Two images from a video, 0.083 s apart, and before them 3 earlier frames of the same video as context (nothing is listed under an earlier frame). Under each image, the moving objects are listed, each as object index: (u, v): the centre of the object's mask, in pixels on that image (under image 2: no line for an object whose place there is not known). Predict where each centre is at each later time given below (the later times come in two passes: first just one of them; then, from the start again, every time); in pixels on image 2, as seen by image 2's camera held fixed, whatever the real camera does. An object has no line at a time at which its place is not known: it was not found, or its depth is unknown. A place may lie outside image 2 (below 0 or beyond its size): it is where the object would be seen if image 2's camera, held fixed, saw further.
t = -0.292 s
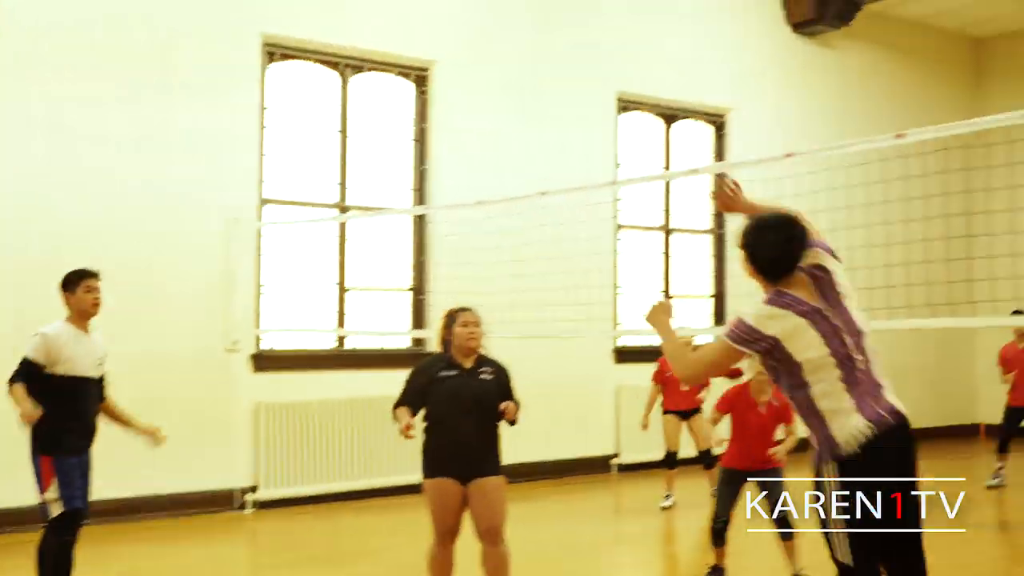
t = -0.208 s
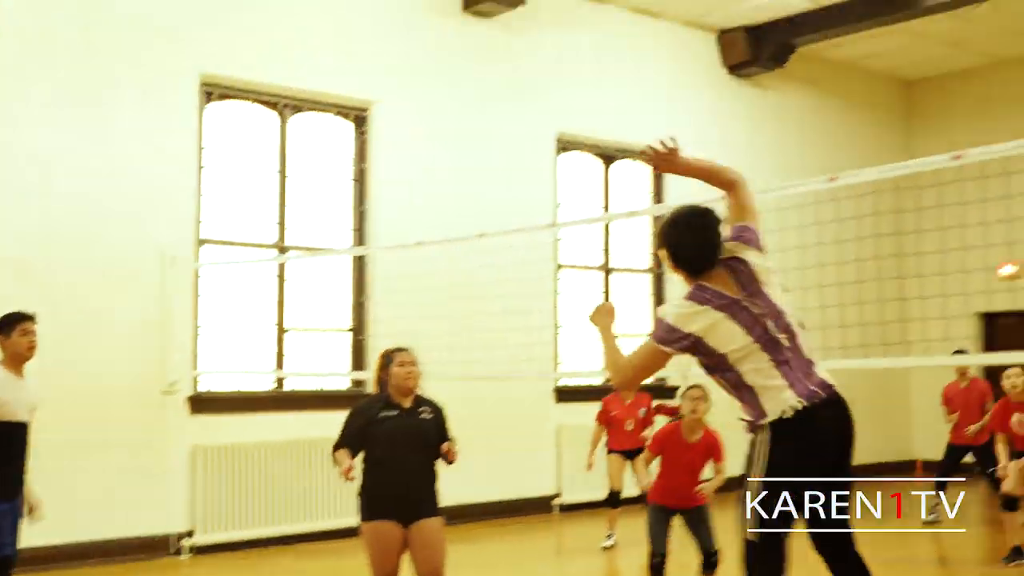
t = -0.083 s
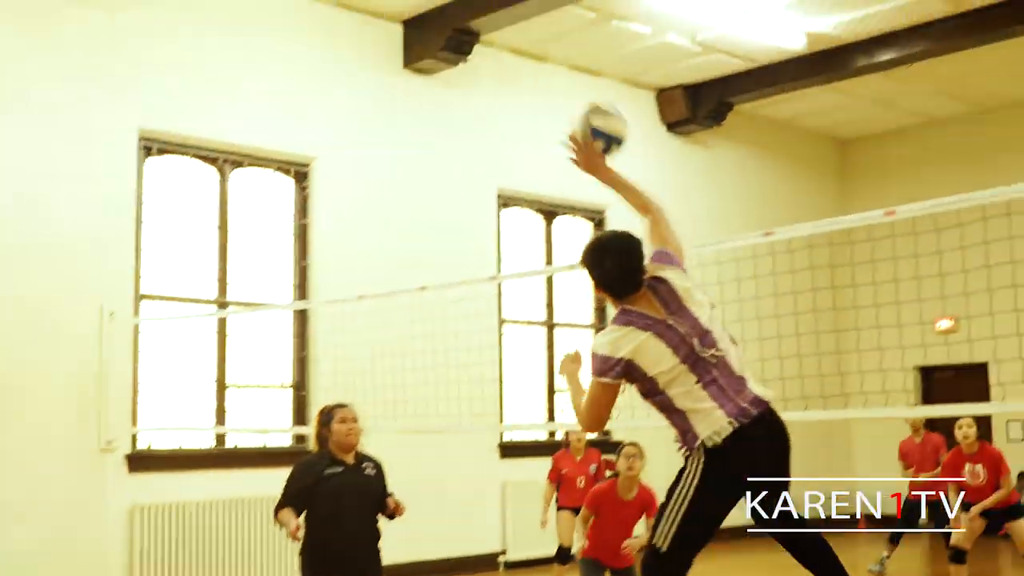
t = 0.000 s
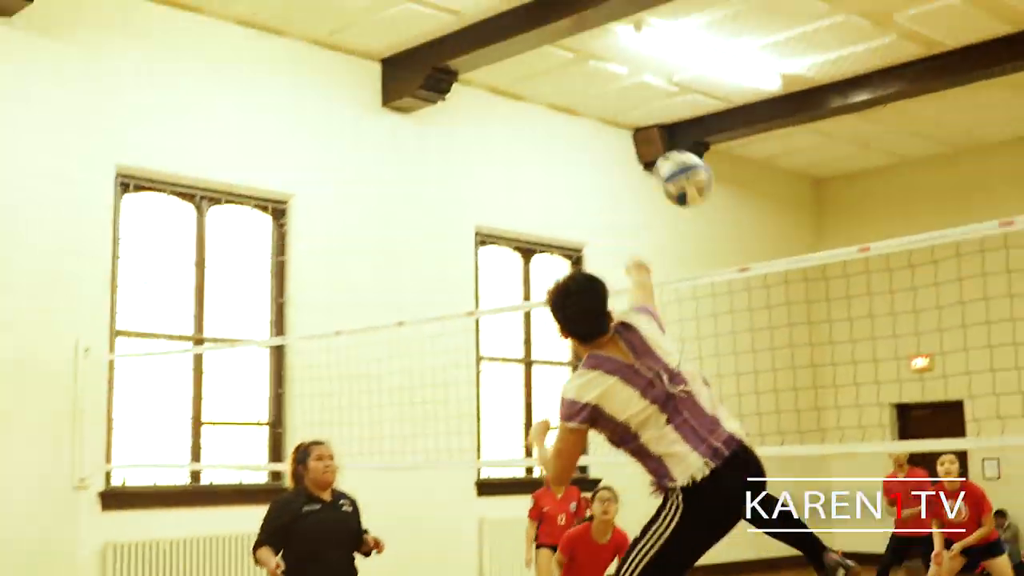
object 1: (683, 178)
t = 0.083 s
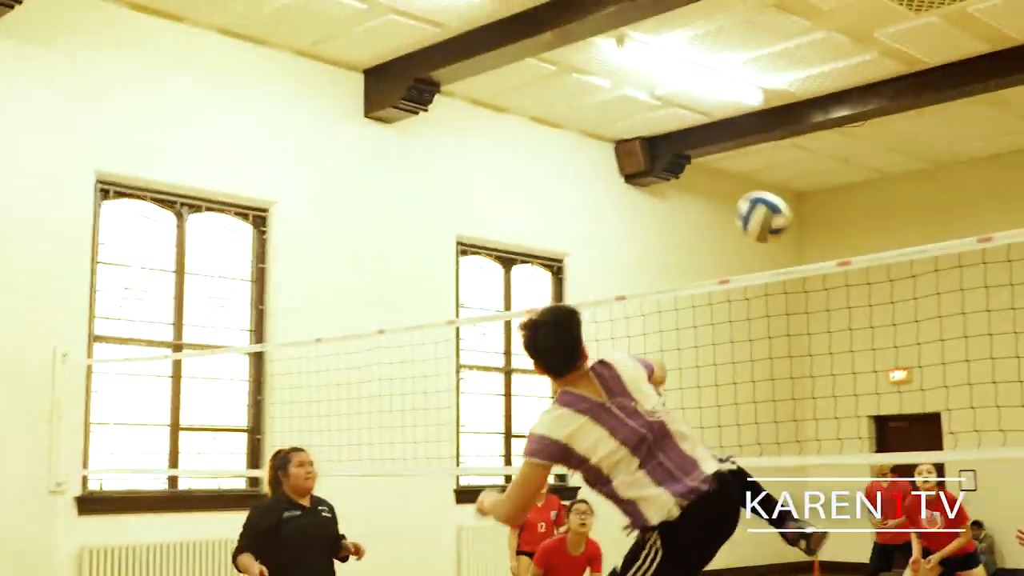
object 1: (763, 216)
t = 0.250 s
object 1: (927, 298)
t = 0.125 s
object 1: (808, 234)
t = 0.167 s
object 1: (849, 249)
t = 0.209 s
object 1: (889, 278)
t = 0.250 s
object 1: (927, 298)
